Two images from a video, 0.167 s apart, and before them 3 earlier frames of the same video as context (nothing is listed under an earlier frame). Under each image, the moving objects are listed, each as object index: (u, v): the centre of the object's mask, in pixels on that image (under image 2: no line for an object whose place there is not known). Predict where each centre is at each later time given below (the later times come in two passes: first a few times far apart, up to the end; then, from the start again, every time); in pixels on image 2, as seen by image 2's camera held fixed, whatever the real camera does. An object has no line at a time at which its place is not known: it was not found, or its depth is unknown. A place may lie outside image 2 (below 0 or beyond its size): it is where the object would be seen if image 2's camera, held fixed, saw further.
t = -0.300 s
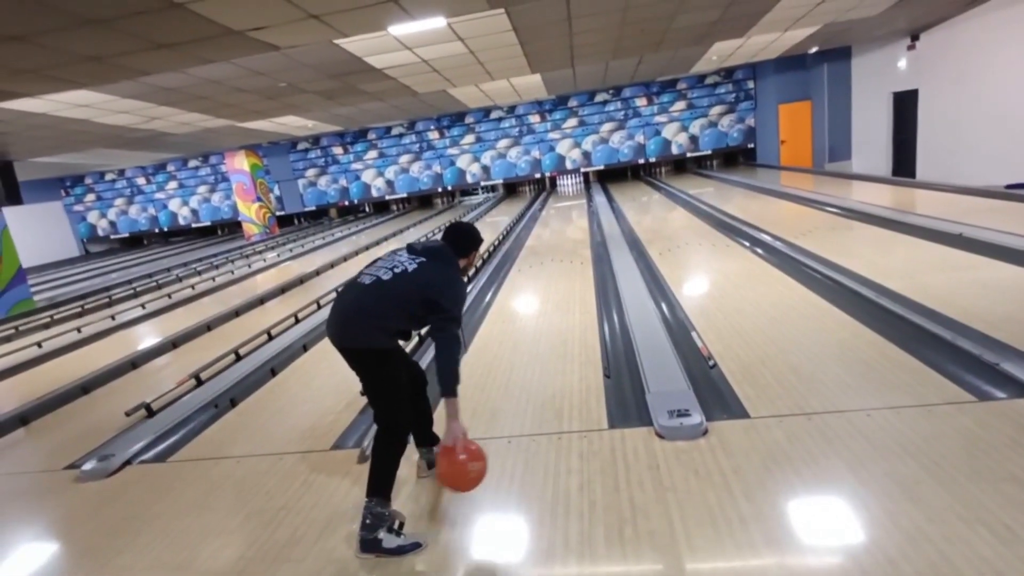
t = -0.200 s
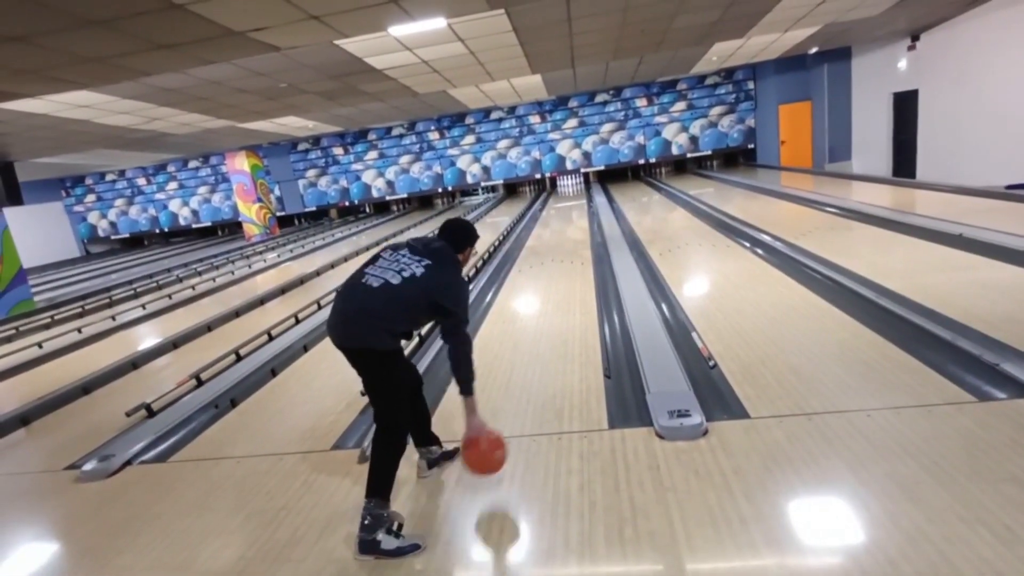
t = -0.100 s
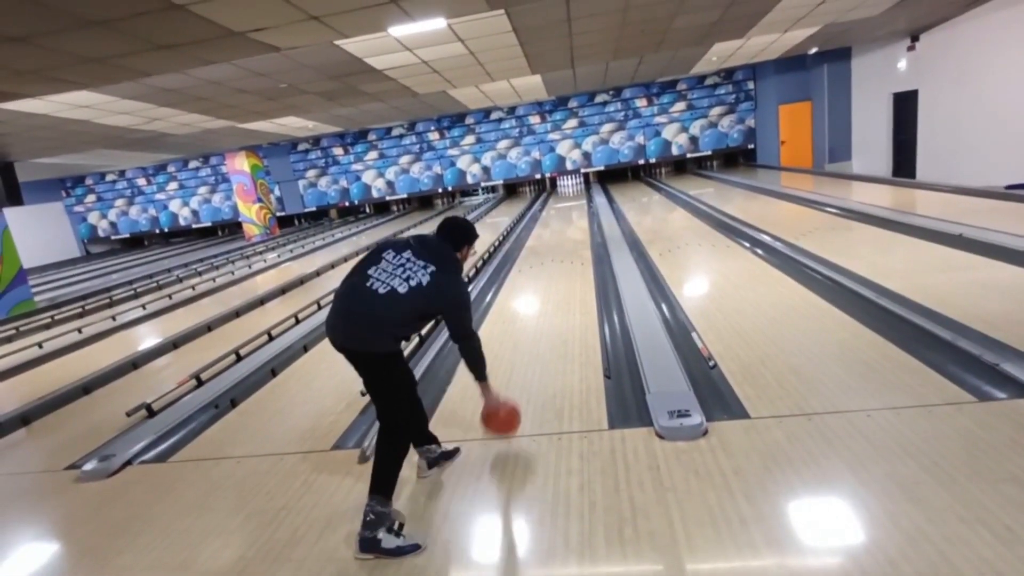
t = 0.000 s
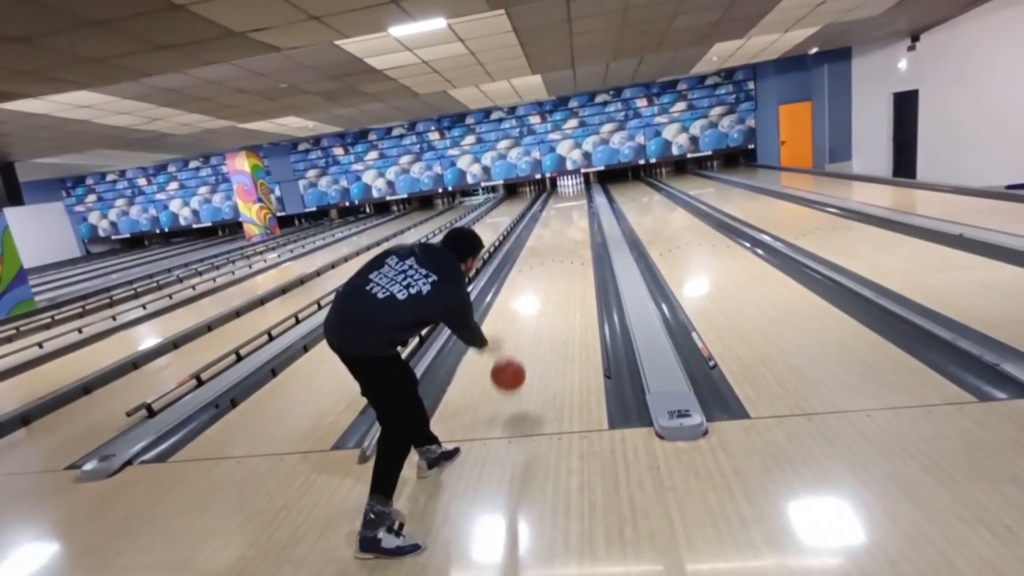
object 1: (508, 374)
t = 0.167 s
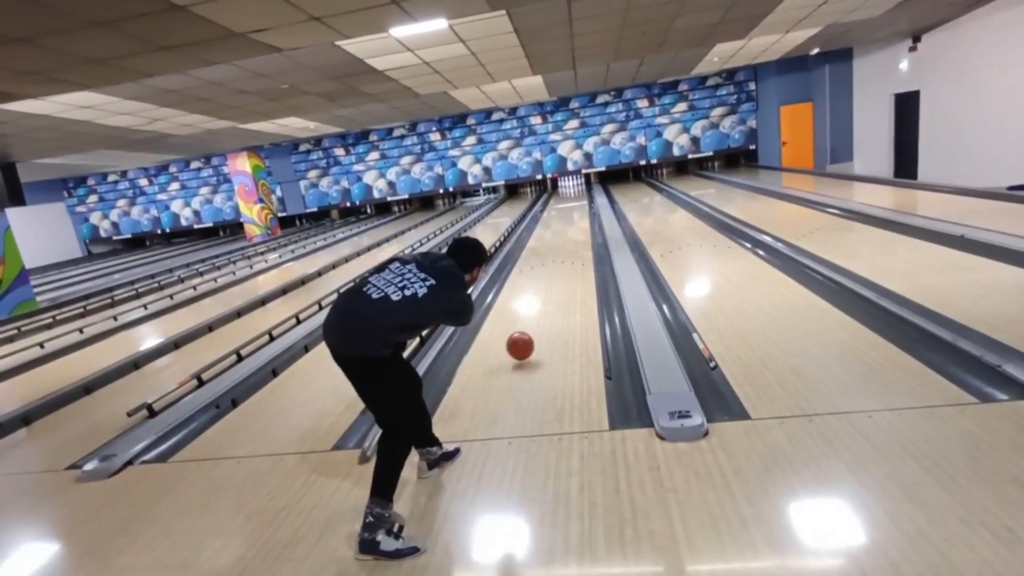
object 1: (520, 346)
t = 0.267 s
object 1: (524, 330)
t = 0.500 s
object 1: (532, 298)
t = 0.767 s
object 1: (537, 274)
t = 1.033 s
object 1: (541, 259)
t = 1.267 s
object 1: (543, 249)
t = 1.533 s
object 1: (546, 239)
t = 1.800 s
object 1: (547, 231)
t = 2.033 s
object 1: (548, 226)
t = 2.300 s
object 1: (549, 220)
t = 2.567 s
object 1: (550, 215)
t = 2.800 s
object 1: (551, 212)
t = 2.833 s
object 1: (551, 212)
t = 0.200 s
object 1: (522, 344)
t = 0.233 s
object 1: (523, 336)
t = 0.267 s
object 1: (524, 330)
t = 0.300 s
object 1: (526, 324)
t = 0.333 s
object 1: (527, 320)
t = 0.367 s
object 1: (528, 315)
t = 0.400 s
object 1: (529, 310)
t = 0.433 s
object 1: (530, 306)
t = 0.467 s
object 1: (531, 302)
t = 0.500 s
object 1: (532, 298)
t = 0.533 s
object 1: (532, 294)
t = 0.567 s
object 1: (533, 291)
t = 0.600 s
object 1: (534, 288)
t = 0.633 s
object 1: (535, 285)
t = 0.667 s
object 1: (535, 282)
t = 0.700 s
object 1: (536, 279)
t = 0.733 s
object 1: (536, 277)
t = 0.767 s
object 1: (537, 274)
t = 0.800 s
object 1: (538, 272)
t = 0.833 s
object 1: (538, 270)
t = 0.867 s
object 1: (539, 269)
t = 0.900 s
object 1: (539, 266)
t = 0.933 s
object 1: (540, 265)
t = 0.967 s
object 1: (540, 263)
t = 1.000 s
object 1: (540, 261)
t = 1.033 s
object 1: (541, 259)
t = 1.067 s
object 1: (542, 258)
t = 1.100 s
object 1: (542, 256)
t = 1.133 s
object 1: (542, 255)
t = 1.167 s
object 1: (542, 253)
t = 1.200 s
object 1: (543, 252)
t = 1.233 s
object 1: (543, 250)
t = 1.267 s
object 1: (543, 249)
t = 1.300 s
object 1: (544, 248)
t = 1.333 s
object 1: (544, 247)
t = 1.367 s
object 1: (544, 245)
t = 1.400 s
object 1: (545, 244)
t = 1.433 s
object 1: (545, 243)
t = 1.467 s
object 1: (545, 242)
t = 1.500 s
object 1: (545, 240)
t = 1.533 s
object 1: (546, 239)
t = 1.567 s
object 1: (546, 238)
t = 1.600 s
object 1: (546, 237)
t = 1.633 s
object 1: (547, 236)
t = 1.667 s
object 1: (547, 235)
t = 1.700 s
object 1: (547, 234)
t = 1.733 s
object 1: (547, 233)
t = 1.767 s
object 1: (547, 232)
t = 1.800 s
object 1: (547, 231)
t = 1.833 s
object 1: (548, 230)
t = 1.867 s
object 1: (548, 229)
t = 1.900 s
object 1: (548, 229)
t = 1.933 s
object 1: (548, 228)
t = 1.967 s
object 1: (548, 227)
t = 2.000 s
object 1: (548, 226)
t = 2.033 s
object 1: (548, 226)
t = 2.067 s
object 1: (548, 225)
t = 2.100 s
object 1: (548, 224)
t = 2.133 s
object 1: (549, 224)
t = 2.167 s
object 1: (549, 223)
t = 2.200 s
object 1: (549, 222)
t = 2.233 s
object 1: (549, 221)
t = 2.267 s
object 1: (549, 220)
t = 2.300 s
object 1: (549, 220)
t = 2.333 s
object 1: (549, 219)
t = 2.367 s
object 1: (550, 218)
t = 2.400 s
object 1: (550, 218)
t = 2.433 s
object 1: (550, 217)
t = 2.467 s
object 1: (550, 217)
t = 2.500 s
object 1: (550, 216)
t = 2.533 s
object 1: (551, 215)
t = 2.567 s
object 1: (550, 215)
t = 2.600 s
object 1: (551, 215)
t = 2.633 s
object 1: (551, 214)
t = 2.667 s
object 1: (551, 214)
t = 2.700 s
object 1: (551, 214)
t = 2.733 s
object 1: (551, 213)
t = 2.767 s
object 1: (551, 212)
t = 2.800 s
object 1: (551, 212)
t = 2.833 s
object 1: (551, 212)
